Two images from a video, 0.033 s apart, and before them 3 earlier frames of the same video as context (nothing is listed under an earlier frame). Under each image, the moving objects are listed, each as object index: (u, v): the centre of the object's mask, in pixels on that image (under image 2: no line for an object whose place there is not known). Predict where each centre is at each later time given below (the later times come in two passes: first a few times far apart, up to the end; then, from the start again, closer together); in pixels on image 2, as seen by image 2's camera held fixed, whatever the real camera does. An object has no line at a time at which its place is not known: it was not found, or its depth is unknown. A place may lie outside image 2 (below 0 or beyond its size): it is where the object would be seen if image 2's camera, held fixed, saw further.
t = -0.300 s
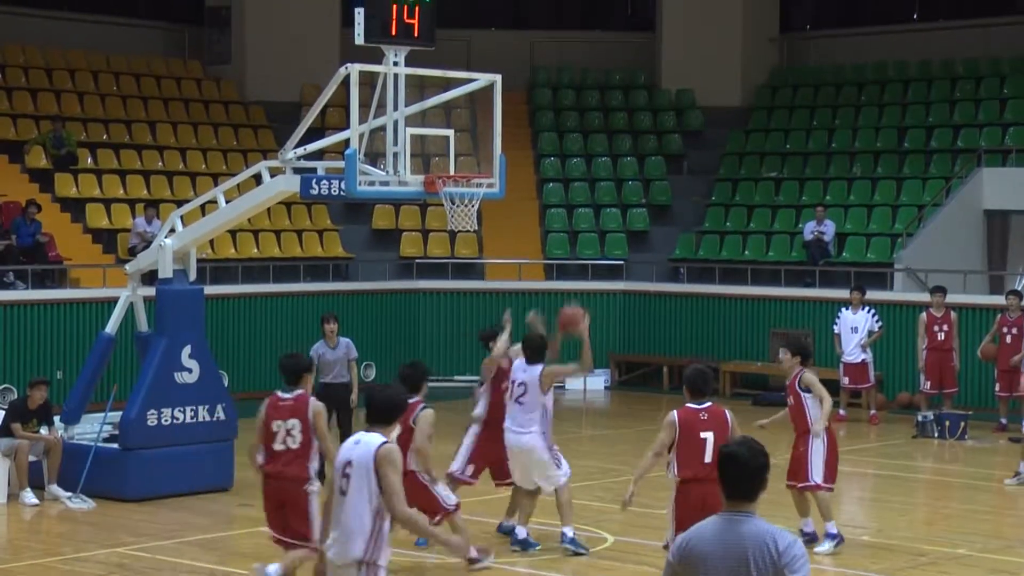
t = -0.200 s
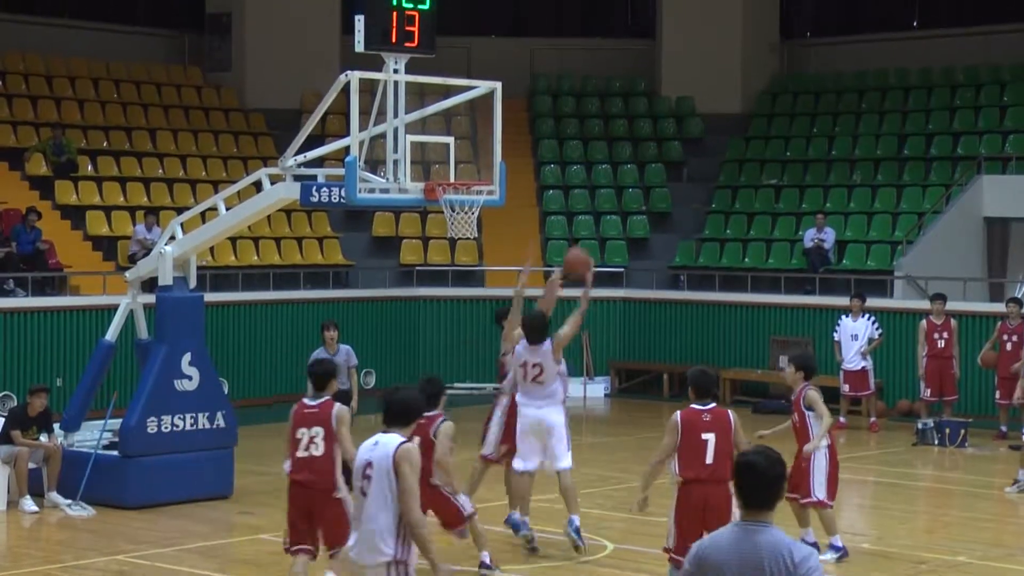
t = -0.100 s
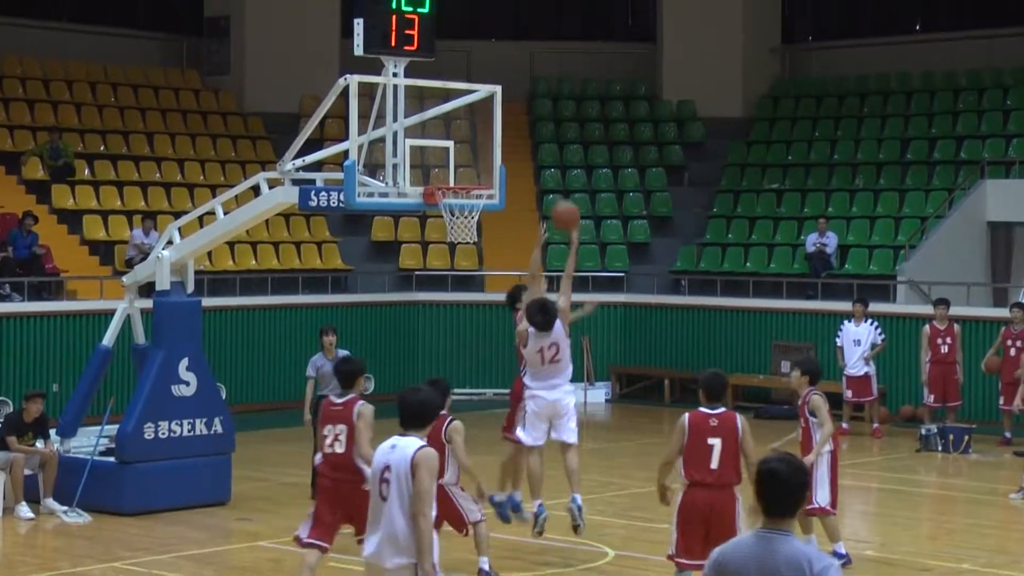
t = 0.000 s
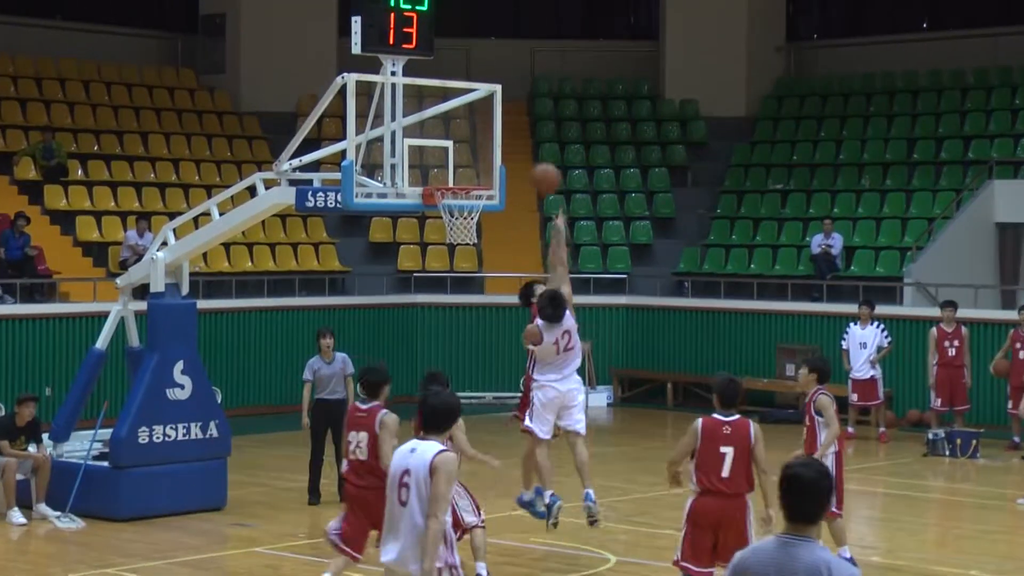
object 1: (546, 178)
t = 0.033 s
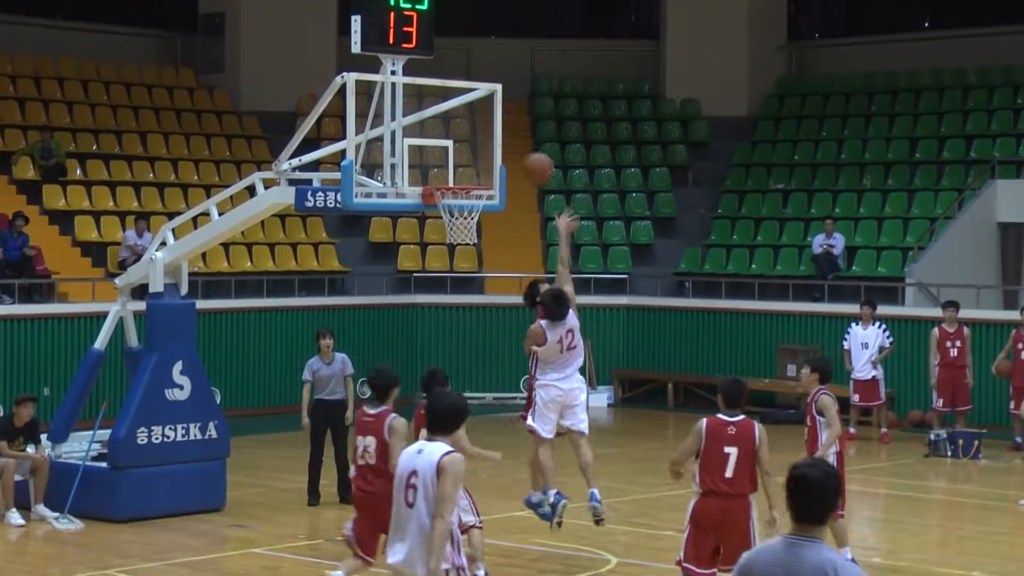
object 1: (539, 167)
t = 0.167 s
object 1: (510, 140)
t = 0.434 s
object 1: (454, 152)
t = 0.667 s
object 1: (438, 150)
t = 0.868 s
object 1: (438, 156)
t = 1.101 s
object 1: (461, 166)
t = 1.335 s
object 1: (465, 176)
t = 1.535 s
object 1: (449, 204)
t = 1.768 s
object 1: (458, 253)
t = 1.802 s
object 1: (460, 259)
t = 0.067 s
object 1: (532, 157)
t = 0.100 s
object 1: (526, 149)
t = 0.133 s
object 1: (518, 143)
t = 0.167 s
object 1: (510, 140)
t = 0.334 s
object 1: (475, 137)
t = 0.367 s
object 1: (469, 140)
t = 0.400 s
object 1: (462, 147)
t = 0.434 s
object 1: (454, 152)
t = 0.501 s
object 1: (440, 168)
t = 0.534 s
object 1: (439, 165)
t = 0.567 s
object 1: (439, 158)
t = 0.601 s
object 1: (438, 154)
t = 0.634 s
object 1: (438, 151)
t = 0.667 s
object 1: (438, 150)
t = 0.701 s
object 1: (438, 149)
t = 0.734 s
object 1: (437, 149)
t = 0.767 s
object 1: (438, 149)
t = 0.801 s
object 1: (437, 151)
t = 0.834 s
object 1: (437, 154)
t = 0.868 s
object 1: (438, 156)
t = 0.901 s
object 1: (440, 158)
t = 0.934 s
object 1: (444, 163)
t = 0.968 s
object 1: (447, 169)
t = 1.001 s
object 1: (451, 170)
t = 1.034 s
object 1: (454, 168)
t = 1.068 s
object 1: (457, 166)
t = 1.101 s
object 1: (461, 166)
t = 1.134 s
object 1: (465, 168)
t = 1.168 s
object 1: (469, 170)
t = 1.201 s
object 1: (472, 173)
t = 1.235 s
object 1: (478, 175)
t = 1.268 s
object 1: (472, 175)
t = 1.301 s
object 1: (468, 175)
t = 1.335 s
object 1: (465, 176)
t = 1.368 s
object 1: (461, 177)
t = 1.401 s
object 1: (458, 181)
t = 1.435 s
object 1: (453, 188)
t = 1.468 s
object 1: (450, 200)
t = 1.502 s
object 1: (450, 202)
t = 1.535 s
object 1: (449, 204)
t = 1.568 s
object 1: (448, 209)
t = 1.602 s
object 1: (447, 211)
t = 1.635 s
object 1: (446, 221)
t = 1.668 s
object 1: (447, 222)
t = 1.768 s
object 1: (458, 253)
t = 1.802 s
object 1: (460, 259)
